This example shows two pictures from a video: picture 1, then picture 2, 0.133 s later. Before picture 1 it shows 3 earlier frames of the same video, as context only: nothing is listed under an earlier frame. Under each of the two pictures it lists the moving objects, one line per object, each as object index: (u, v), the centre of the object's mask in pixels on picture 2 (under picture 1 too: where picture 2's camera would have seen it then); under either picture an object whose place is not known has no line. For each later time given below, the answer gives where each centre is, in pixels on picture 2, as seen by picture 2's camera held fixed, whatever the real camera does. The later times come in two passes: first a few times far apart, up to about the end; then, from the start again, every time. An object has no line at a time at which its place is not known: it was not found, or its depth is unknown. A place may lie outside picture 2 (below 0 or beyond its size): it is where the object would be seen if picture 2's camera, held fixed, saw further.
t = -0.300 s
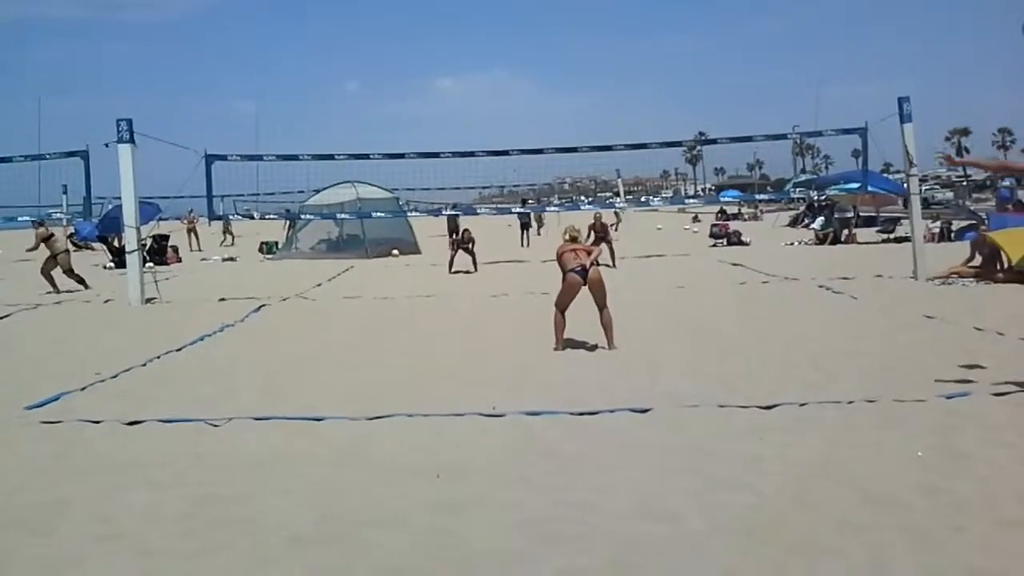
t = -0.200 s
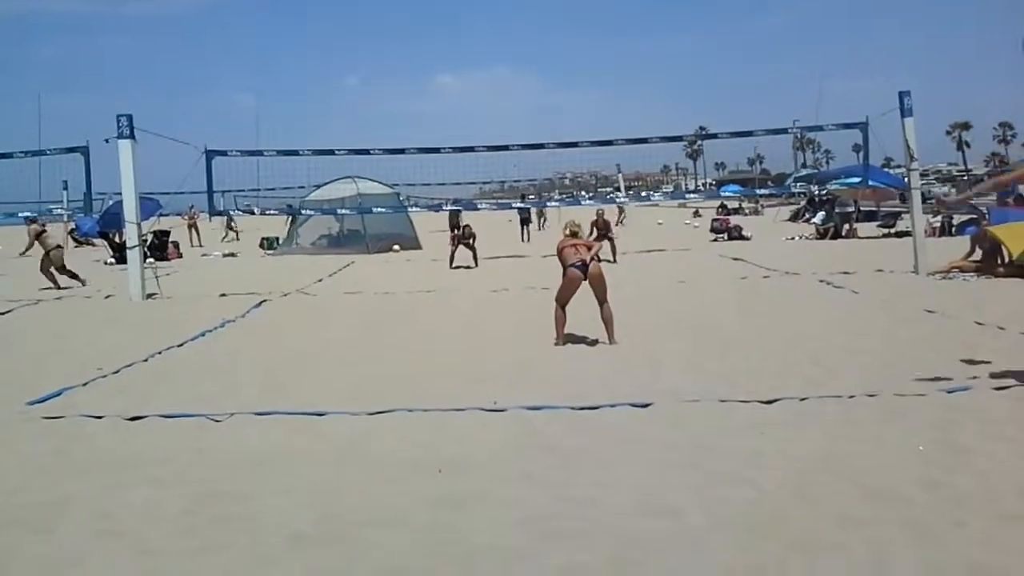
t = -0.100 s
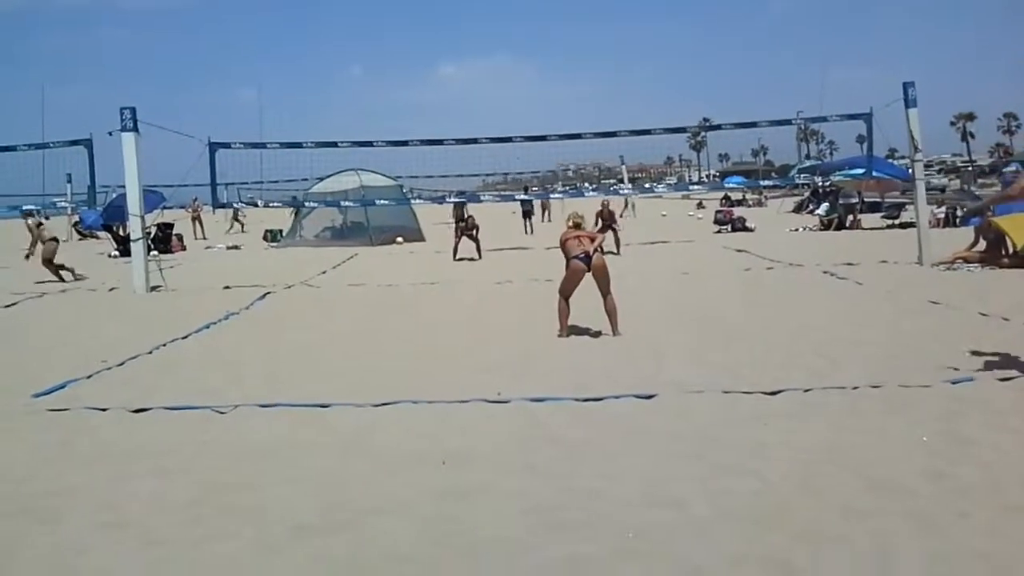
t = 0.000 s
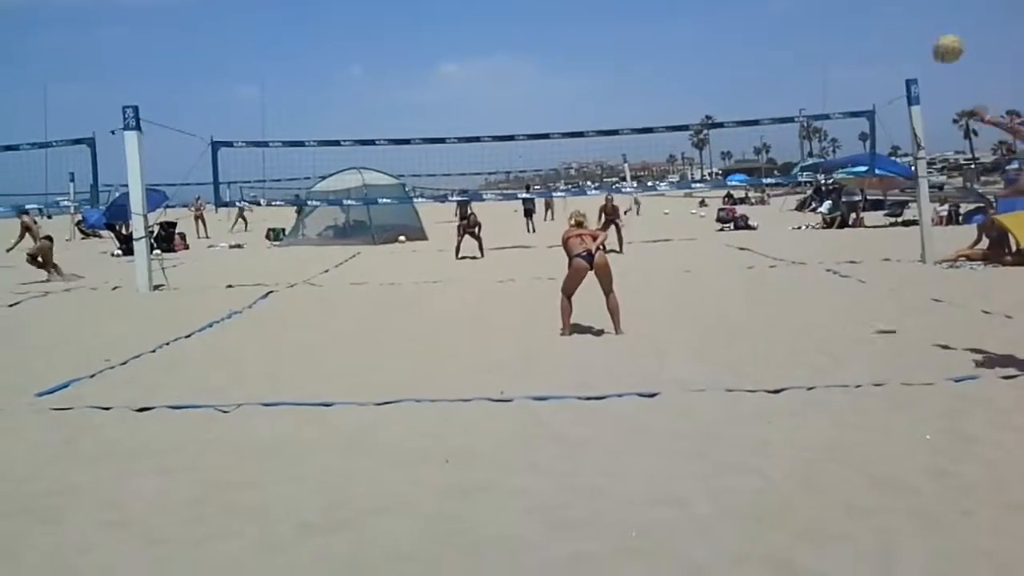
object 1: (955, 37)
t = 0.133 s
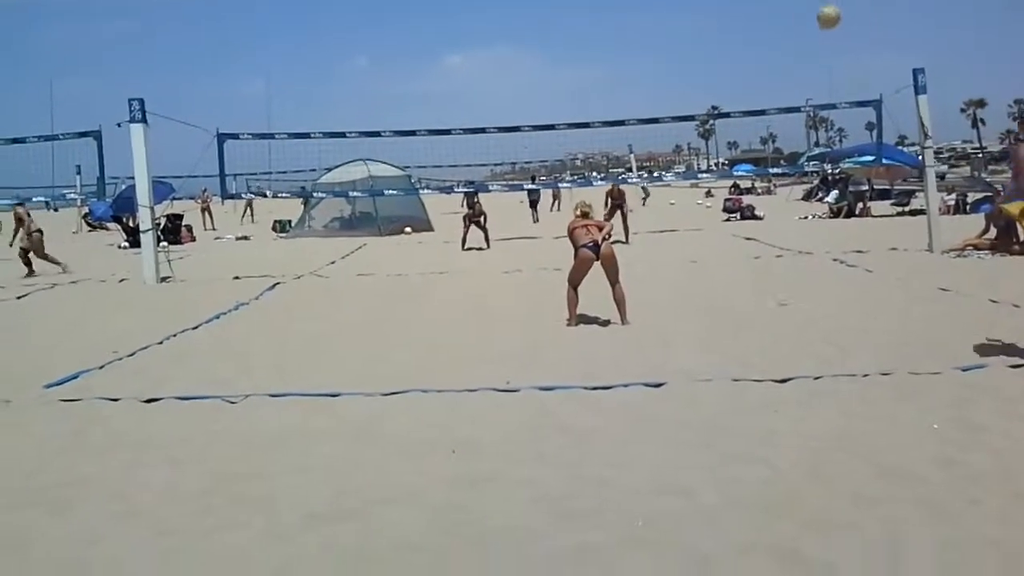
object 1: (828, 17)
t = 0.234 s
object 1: (761, 18)
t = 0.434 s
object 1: (671, 38)
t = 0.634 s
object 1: (613, 77)
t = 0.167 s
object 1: (804, 16)
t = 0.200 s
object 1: (782, 16)
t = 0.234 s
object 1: (761, 18)
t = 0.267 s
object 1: (743, 19)
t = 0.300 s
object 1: (727, 21)
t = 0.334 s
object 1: (711, 22)
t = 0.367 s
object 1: (697, 27)
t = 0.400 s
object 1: (684, 31)
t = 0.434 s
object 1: (671, 38)
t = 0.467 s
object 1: (660, 44)
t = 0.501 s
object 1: (649, 50)
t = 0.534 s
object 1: (640, 56)
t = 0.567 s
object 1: (631, 63)
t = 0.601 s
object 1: (622, 70)
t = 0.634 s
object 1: (613, 77)
